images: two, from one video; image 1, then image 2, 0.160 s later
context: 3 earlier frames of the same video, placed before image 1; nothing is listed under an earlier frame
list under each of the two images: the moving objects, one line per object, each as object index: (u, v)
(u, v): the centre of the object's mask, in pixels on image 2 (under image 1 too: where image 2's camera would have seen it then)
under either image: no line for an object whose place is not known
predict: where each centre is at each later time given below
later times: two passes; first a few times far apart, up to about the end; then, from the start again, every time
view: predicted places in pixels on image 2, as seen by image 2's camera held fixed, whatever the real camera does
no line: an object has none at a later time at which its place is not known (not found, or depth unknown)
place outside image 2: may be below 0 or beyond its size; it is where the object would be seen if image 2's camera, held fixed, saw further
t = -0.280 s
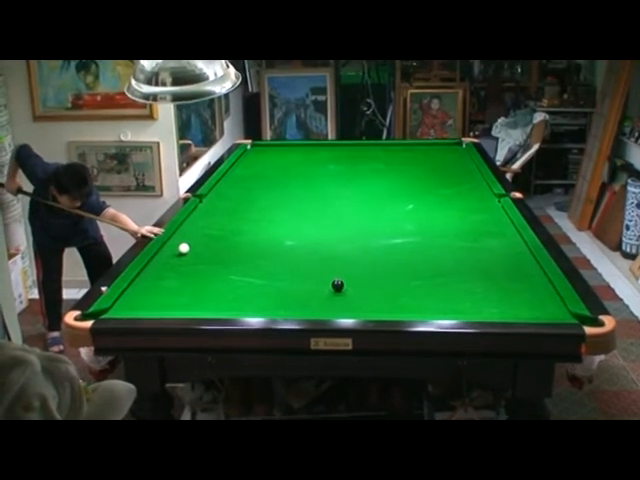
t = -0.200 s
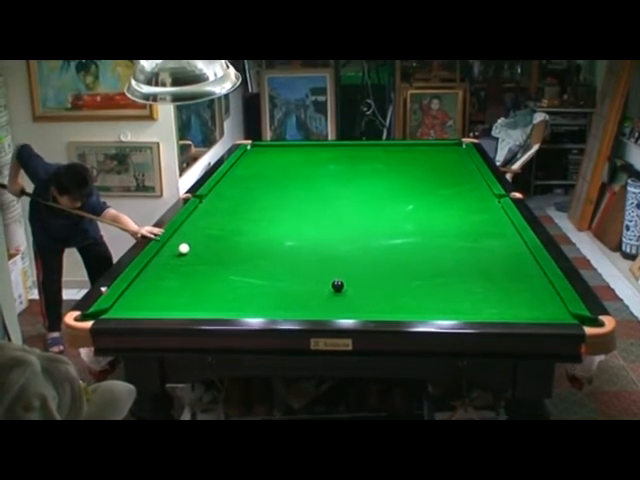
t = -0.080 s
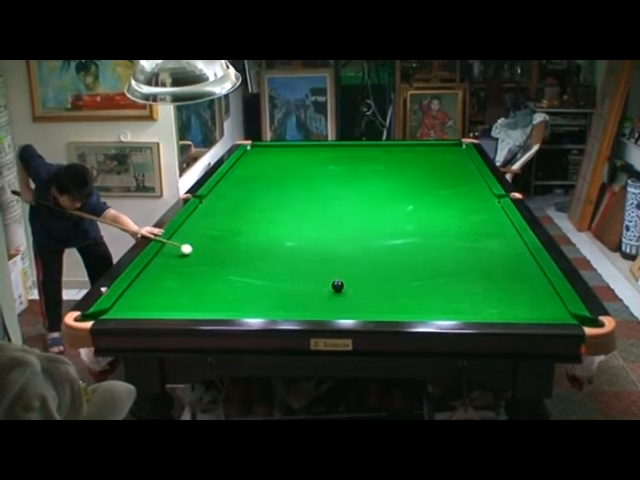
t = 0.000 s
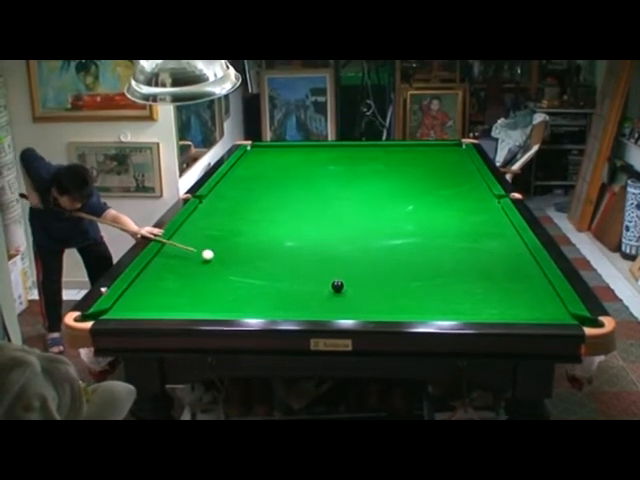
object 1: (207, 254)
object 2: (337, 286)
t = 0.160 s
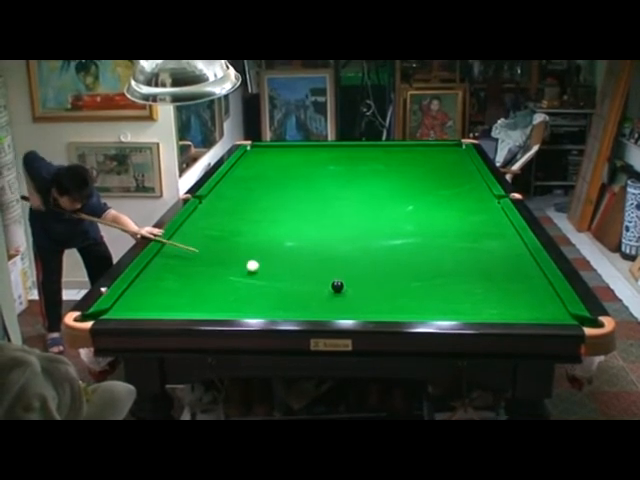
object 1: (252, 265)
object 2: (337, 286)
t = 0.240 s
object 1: (276, 271)
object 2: (337, 287)
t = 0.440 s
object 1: (324, 285)
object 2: (351, 288)
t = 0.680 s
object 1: (334, 295)
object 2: (410, 296)
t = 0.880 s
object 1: (343, 305)
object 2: (458, 304)
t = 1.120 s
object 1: (354, 311)
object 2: (517, 310)
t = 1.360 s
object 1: (362, 305)
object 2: (578, 319)
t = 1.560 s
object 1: (369, 299)
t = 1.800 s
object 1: (376, 293)
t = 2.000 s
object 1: (380, 289)
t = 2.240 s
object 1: (386, 285)
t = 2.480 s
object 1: (392, 281)
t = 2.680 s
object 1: (396, 278)
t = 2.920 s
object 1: (400, 276)
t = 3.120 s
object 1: (402, 274)
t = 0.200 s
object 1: (264, 268)
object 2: (337, 286)
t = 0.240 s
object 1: (276, 271)
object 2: (337, 287)
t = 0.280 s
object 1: (289, 274)
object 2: (337, 286)
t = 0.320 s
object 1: (301, 277)
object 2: (337, 286)
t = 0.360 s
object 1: (314, 281)
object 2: (337, 286)
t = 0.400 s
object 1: (325, 284)
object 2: (339, 287)
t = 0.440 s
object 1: (324, 285)
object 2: (351, 288)
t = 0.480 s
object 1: (325, 287)
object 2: (363, 290)
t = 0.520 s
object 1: (326, 289)
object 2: (373, 291)
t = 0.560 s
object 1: (329, 291)
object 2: (382, 292)
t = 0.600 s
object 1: (330, 292)
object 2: (391, 294)
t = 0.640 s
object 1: (332, 294)
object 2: (401, 295)
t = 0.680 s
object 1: (334, 295)
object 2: (410, 296)
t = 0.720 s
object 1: (336, 297)
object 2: (420, 298)
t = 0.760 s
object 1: (337, 299)
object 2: (429, 299)
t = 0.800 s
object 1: (339, 301)
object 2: (438, 301)
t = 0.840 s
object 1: (341, 303)
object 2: (448, 302)
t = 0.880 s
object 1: (343, 305)
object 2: (458, 304)
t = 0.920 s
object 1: (345, 306)
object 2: (468, 305)
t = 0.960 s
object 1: (346, 308)
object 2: (477, 306)
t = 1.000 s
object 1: (348, 309)
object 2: (487, 308)
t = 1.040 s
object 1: (350, 310)
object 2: (497, 309)
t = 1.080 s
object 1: (352, 311)
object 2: (507, 310)
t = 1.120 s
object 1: (354, 311)
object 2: (517, 310)
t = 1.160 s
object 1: (356, 309)
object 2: (527, 311)
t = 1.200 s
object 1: (357, 309)
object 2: (537, 312)
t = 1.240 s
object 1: (358, 307)
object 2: (547, 313)
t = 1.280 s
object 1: (360, 307)
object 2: (557, 315)
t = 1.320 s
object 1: (361, 306)
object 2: (568, 317)
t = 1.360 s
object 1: (362, 305)
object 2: (578, 319)
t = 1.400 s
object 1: (364, 303)
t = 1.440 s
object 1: (365, 302)
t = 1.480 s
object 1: (366, 301)
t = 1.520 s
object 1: (368, 300)
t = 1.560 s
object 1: (369, 299)
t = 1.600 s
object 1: (370, 298)
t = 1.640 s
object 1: (371, 297)
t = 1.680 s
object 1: (372, 296)
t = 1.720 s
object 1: (374, 295)
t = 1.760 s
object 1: (375, 294)
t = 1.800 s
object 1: (376, 293)
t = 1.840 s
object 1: (377, 292)
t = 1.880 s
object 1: (378, 291)
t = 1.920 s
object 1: (379, 290)
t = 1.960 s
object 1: (379, 289)
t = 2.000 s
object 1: (380, 289)
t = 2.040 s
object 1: (382, 288)
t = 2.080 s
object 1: (383, 287)
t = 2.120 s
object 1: (384, 287)
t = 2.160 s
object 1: (385, 286)
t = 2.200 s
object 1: (386, 286)
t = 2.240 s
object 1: (386, 285)
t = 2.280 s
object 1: (387, 284)
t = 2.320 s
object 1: (388, 284)
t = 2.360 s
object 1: (389, 283)
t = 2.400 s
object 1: (390, 282)
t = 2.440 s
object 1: (391, 282)
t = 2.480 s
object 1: (392, 281)
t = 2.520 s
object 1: (393, 280)
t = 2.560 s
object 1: (394, 279)
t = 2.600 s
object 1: (395, 279)
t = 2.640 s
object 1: (395, 278)
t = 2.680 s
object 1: (396, 278)
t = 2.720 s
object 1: (397, 278)
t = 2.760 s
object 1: (397, 277)
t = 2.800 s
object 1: (398, 277)
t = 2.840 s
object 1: (399, 276)
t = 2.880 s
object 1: (399, 276)
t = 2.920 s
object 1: (400, 276)
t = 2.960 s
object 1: (400, 275)
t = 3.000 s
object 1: (401, 275)
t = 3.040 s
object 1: (401, 275)
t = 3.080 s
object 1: (402, 274)
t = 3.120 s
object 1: (402, 274)
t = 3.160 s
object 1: (403, 274)
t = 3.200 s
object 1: (403, 274)
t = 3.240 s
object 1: (403, 274)
